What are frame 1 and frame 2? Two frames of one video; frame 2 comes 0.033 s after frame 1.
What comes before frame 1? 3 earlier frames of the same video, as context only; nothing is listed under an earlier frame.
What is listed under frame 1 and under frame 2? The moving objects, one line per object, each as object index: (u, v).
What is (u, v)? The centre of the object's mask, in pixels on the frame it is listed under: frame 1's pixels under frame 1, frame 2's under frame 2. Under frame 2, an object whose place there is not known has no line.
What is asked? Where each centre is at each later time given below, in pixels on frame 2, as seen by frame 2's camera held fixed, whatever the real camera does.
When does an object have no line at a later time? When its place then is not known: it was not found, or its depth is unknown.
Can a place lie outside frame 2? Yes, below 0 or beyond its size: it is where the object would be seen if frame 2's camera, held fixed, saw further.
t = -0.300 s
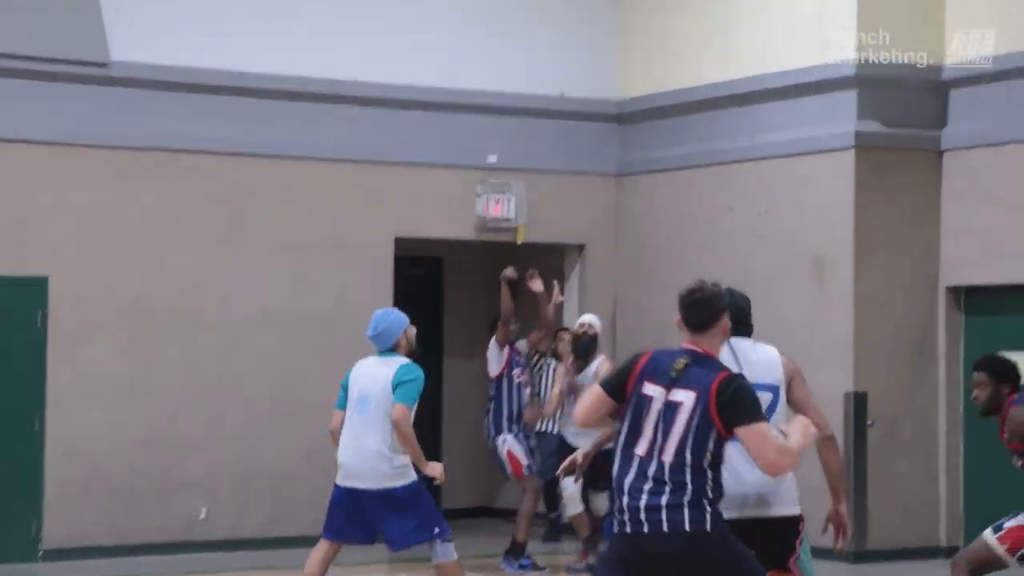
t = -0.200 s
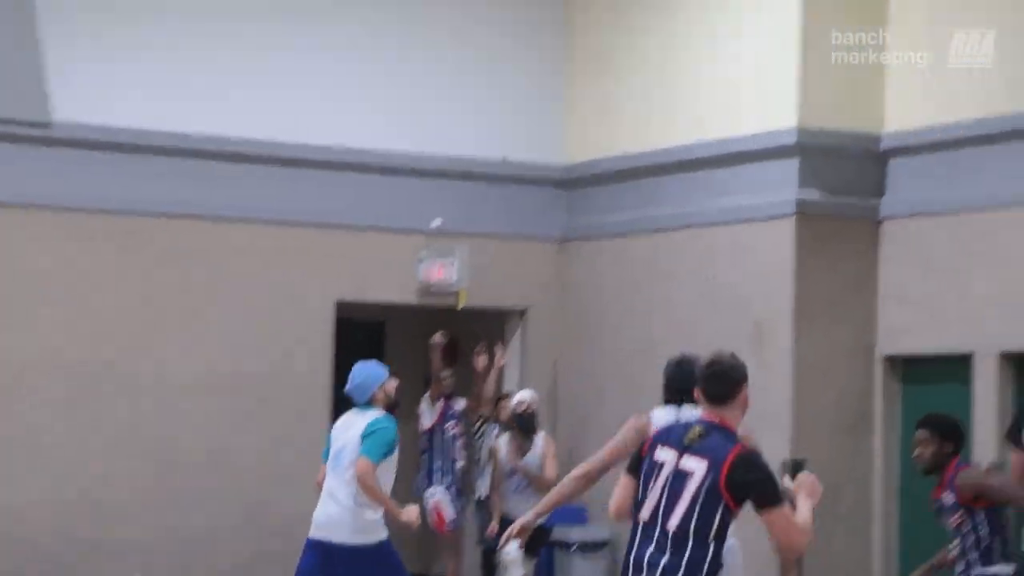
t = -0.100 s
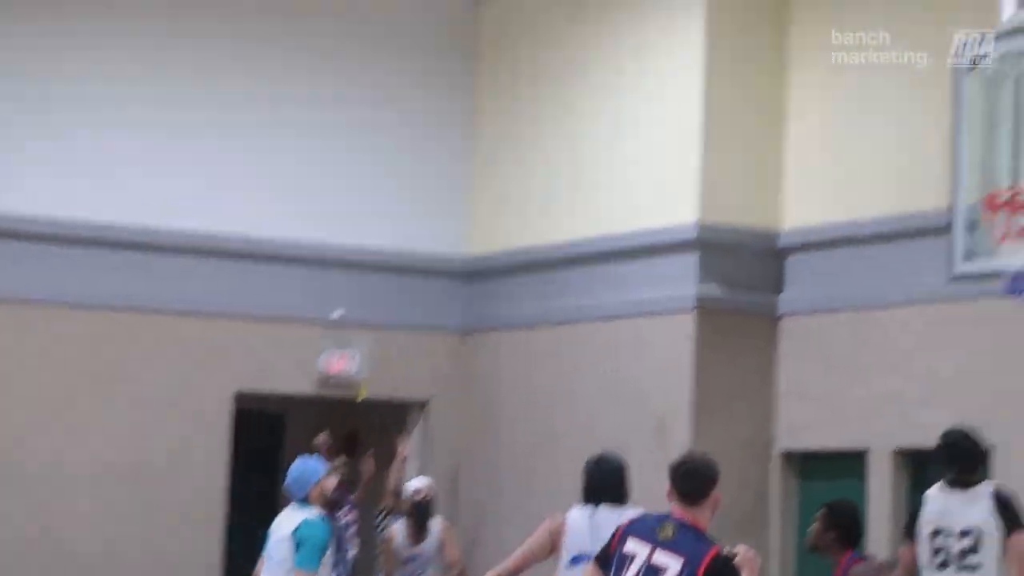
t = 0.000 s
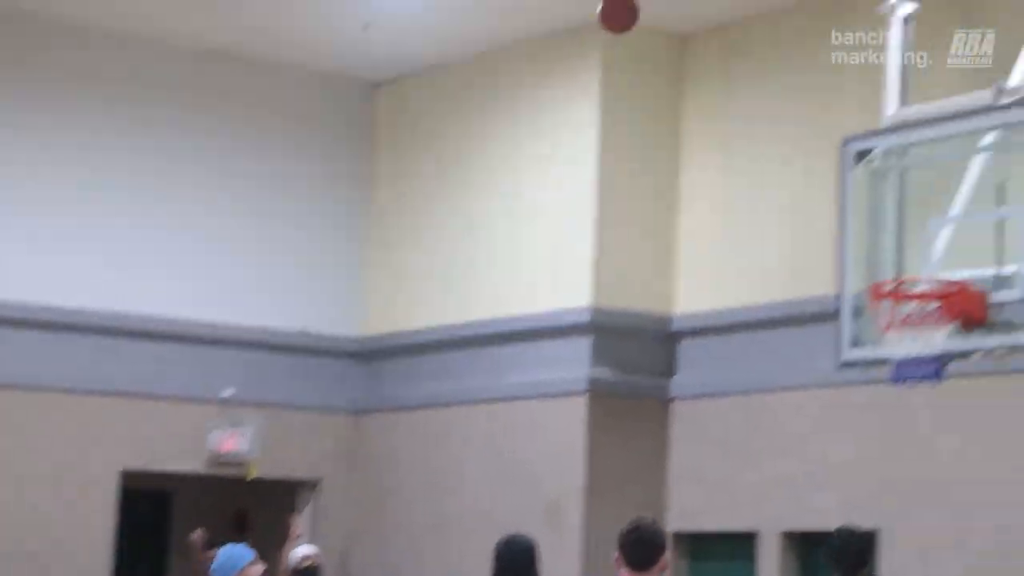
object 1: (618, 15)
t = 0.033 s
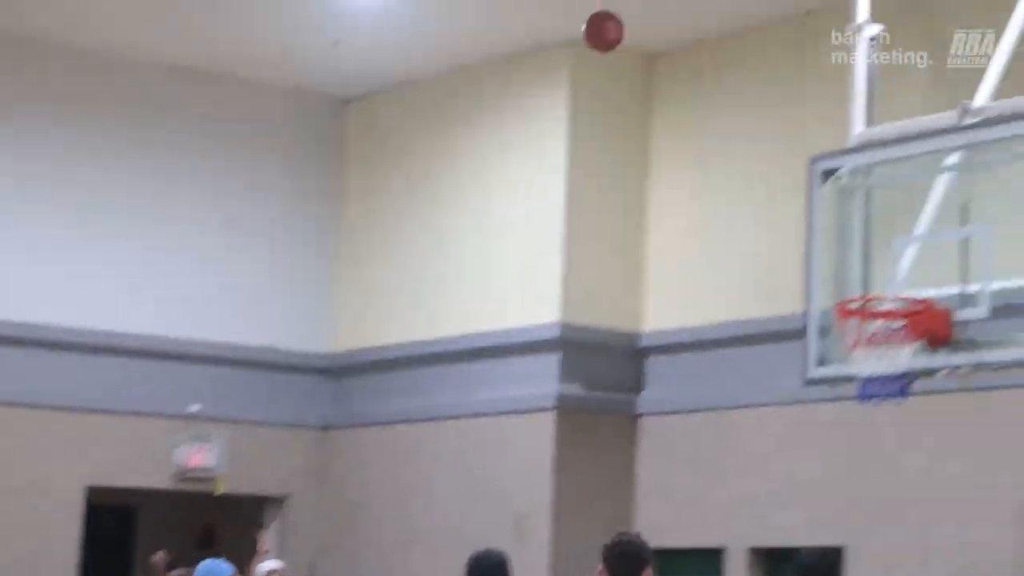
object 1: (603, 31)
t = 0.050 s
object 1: (611, 32)
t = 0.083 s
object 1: (628, 36)
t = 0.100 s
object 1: (636, 38)
